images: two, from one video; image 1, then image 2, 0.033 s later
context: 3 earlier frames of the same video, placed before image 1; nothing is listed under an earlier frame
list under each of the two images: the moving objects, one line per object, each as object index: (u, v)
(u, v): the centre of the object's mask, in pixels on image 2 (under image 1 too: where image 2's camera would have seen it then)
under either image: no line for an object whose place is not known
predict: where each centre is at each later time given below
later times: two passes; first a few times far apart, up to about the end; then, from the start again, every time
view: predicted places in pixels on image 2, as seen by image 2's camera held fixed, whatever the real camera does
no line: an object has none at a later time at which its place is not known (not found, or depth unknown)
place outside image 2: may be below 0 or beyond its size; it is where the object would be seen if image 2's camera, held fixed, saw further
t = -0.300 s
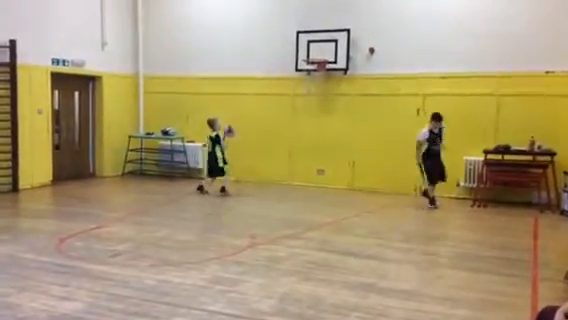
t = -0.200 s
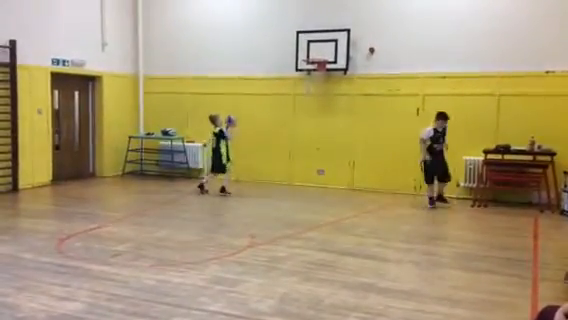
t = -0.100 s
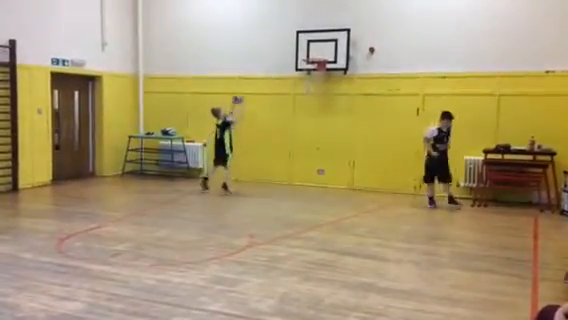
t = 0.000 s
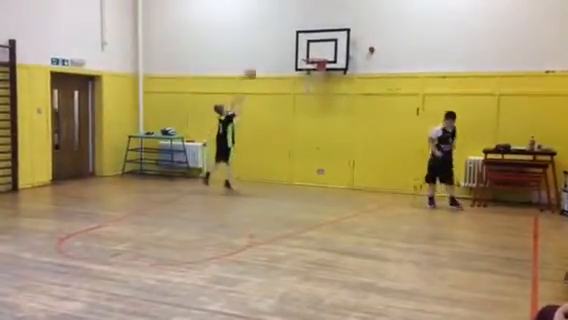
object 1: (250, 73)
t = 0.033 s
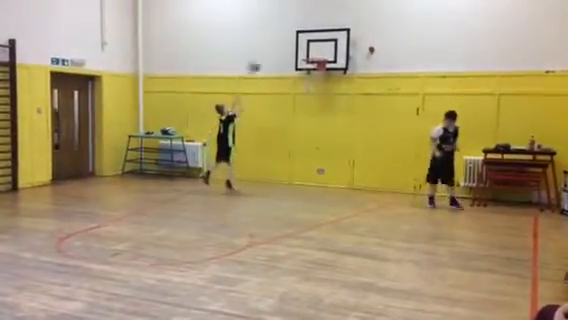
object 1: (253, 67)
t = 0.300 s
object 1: (286, 36)
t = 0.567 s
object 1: (316, 45)
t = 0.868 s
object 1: (334, 46)
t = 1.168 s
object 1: (345, 82)
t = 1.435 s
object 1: (353, 148)
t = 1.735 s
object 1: (365, 147)
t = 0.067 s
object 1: (258, 60)
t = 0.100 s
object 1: (262, 54)
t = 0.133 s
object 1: (266, 49)
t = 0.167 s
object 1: (270, 44)
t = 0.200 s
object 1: (275, 42)
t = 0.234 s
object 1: (279, 38)
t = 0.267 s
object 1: (282, 37)
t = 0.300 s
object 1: (286, 36)
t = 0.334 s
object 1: (289, 34)
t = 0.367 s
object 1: (293, 34)
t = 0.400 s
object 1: (297, 34)
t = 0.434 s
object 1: (301, 35)
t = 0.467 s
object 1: (305, 36)
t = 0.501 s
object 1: (309, 39)
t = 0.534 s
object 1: (312, 41)
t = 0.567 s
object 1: (316, 45)
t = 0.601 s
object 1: (320, 49)
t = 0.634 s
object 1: (323, 52)
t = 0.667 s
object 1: (325, 51)
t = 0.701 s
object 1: (326, 50)
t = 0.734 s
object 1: (329, 46)
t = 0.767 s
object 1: (330, 46)
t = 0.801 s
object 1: (331, 45)
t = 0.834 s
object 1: (332, 45)
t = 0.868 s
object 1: (334, 46)
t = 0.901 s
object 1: (335, 48)
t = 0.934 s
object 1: (336, 49)
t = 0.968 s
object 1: (337, 52)
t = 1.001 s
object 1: (338, 55)
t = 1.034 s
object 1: (341, 59)
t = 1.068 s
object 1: (341, 63)
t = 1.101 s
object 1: (343, 69)
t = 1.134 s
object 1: (344, 77)
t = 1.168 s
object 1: (345, 82)
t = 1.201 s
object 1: (345, 88)
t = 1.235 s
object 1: (346, 95)
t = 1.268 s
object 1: (348, 103)
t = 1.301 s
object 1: (349, 111)
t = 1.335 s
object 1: (350, 119)
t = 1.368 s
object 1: (351, 129)
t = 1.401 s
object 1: (352, 138)
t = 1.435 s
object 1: (353, 148)
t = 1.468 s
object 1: (355, 160)
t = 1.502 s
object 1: (356, 172)
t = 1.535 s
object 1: (356, 184)
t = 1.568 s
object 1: (358, 184)
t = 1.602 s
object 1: (359, 174)
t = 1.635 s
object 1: (360, 166)
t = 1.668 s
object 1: (363, 159)
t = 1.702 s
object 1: (364, 153)
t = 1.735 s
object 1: (365, 147)
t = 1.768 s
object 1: (366, 142)
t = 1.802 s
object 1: (367, 137)
